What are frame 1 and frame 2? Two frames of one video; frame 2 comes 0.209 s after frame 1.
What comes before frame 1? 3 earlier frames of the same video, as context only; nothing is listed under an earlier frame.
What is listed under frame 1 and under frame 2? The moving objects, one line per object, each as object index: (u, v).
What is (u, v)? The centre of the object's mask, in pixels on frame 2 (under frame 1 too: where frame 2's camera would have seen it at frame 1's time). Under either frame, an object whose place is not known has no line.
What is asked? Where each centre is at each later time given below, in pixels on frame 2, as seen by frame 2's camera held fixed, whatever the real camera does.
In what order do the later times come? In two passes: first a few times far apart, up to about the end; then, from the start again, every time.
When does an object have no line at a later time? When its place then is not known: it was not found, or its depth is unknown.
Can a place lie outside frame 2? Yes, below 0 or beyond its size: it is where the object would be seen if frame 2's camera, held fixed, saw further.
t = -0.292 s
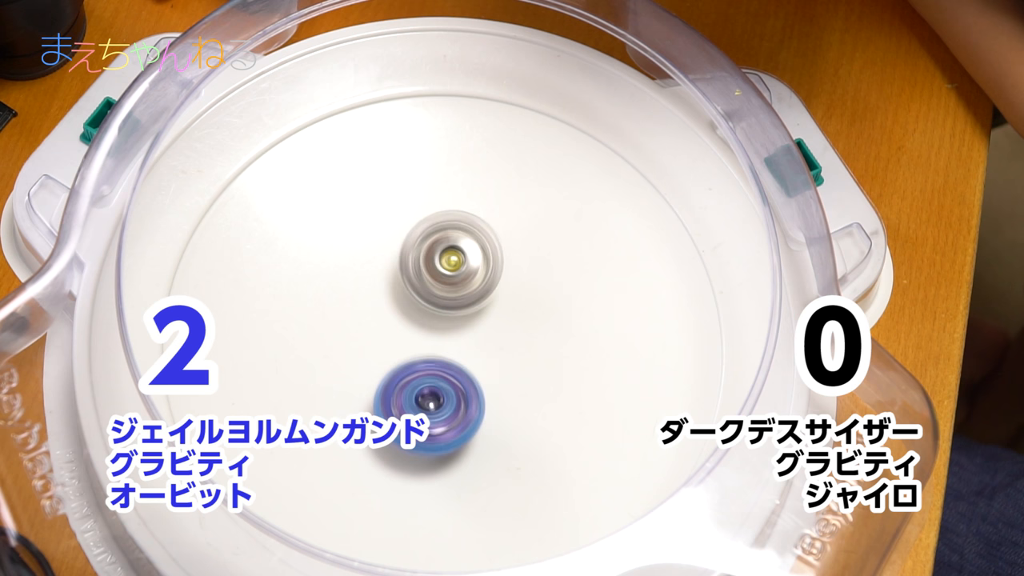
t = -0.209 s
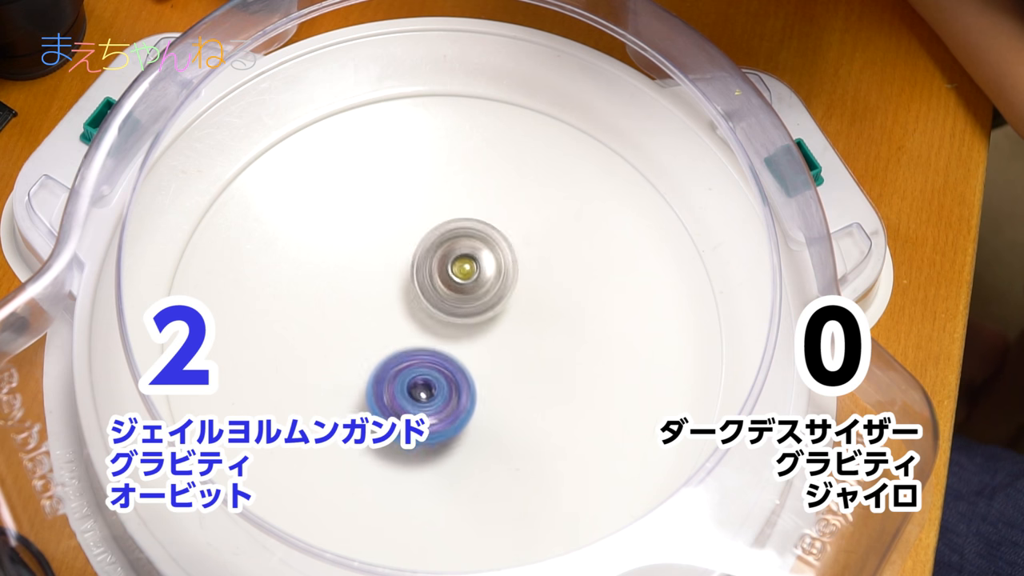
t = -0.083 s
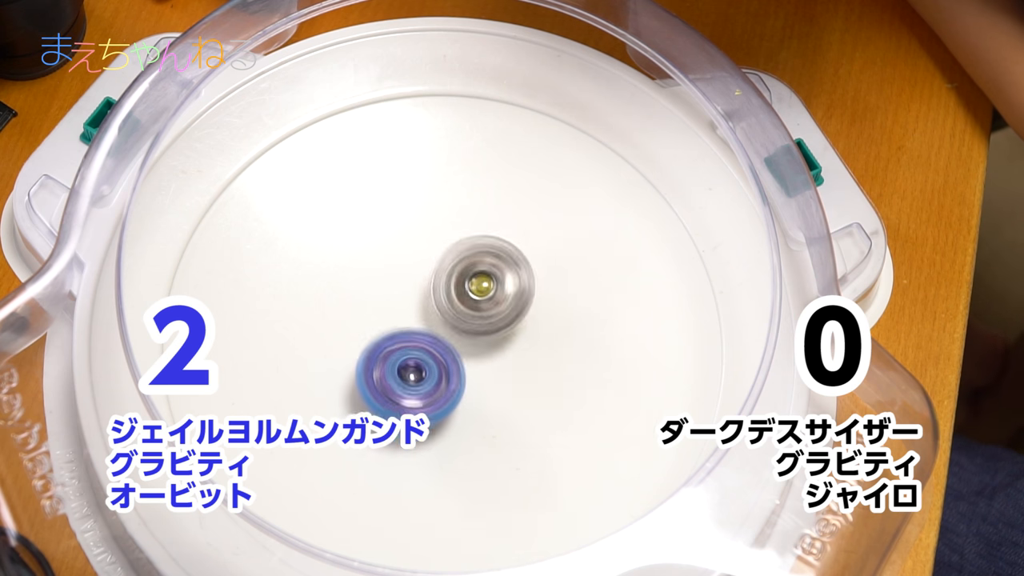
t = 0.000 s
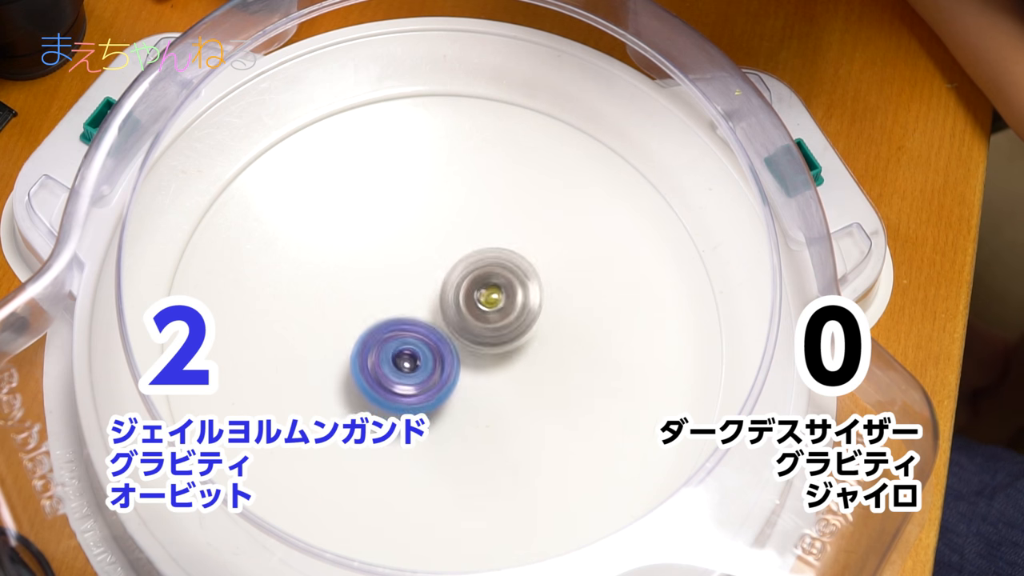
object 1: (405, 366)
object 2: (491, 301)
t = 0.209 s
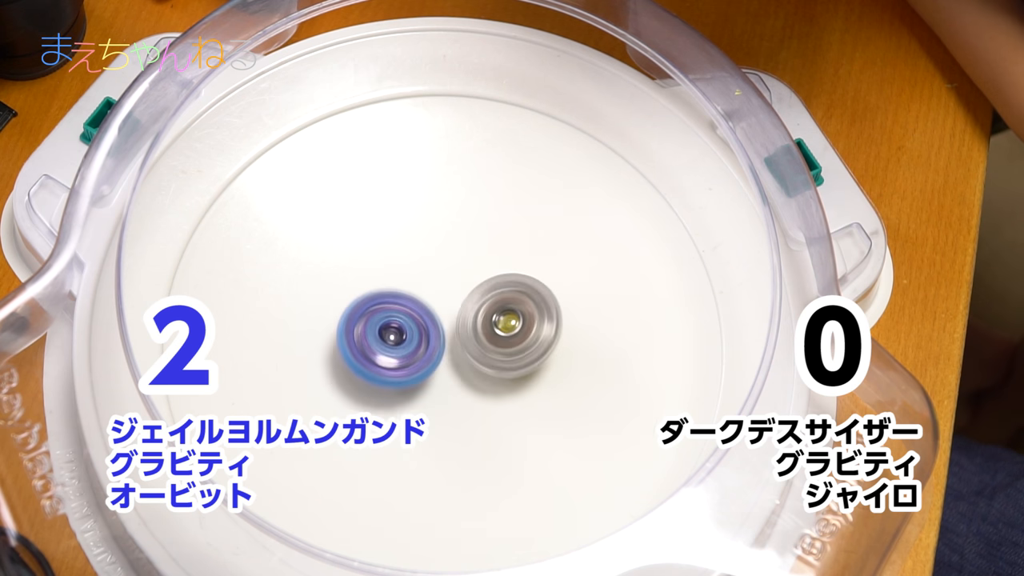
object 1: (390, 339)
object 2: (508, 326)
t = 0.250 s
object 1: (390, 334)
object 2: (509, 332)
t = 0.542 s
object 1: (406, 297)
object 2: (495, 376)
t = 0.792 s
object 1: (436, 284)
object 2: (456, 394)
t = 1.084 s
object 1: (476, 302)
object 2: (402, 384)
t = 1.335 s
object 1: (490, 326)
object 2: (367, 364)
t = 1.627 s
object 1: (466, 360)
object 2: (363, 312)
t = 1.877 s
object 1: (432, 371)
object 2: (383, 279)
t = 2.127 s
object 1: (403, 370)
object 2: (422, 262)
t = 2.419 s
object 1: (390, 346)
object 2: (488, 283)
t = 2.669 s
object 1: (401, 327)
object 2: (518, 314)
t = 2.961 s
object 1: (403, 309)
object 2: (534, 371)
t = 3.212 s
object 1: (426, 311)
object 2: (491, 405)
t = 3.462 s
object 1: (442, 307)
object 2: (434, 424)
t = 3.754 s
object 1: (455, 324)
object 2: (354, 374)
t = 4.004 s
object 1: (455, 344)
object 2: (328, 318)
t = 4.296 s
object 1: (437, 359)
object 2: (353, 259)
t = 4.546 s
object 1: (420, 356)
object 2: (407, 242)
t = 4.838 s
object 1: (412, 348)
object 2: (495, 266)
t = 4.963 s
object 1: (414, 344)
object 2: (524, 297)
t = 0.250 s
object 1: (390, 334)
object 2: (509, 332)
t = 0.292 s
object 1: (391, 328)
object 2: (509, 338)
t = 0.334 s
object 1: (394, 323)
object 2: (508, 344)
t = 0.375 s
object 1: (396, 318)
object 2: (505, 350)
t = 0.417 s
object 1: (401, 313)
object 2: (501, 356)
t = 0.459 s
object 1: (401, 306)
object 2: (502, 365)
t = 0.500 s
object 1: (403, 301)
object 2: (500, 370)
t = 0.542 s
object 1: (406, 297)
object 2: (495, 376)
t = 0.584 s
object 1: (410, 292)
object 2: (490, 381)
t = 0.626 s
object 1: (414, 289)
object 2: (483, 386)
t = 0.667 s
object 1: (419, 287)
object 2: (476, 389)
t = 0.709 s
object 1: (425, 285)
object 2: (469, 391)
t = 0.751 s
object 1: (431, 284)
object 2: (463, 392)
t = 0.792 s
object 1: (436, 284)
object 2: (456, 394)
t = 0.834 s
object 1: (443, 285)
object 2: (448, 394)
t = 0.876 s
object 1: (448, 287)
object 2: (441, 393)
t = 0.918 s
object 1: (453, 290)
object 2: (434, 392)
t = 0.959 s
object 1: (459, 293)
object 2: (426, 390)
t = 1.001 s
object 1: (463, 297)
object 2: (420, 388)
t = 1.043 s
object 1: (468, 302)
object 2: (412, 385)
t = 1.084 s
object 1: (476, 302)
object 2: (402, 384)
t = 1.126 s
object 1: (480, 304)
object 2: (394, 383)
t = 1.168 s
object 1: (484, 307)
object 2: (387, 380)
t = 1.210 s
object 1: (487, 312)
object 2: (381, 378)
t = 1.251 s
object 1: (488, 316)
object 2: (376, 374)
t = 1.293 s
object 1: (489, 321)
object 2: (371, 370)
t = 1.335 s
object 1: (490, 326)
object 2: (367, 364)
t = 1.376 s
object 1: (489, 331)
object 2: (363, 356)
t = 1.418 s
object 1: (487, 336)
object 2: (361, 349)
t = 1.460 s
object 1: (485, 342)
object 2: (360, 341)
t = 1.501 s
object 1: (481, 347)
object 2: (359, 334)
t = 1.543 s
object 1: (476, 351)
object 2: (360, 326)
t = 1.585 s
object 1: (472, 355)
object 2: (361, 318)
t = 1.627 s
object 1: (466, 360)
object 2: (363, 312)
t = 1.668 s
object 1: (459, 363)
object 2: (365, 306)
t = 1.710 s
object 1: (455, 367)
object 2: (366, 300)
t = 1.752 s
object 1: (451, 369)
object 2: (369, 295)
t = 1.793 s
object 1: (445, 371)
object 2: (372, 289)
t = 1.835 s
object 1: (438, 371)
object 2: (378, 284)
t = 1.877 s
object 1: (432, 371)
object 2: (383, 279)
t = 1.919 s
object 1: (426, 372)
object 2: (389, 274)
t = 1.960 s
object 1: (421, 374)
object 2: (393, 266)
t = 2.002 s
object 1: (417, 374)
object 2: (398, 264)
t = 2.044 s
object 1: (413, 373)
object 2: (405, 262)
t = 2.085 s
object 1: (408, 372)
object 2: (413, 262)
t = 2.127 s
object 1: (403, 370)
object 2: (422, 262)
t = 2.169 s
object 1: (400, 367)
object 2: (431, 264)
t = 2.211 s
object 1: (398, 365)
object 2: (440, 266)
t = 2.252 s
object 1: (396, 362)
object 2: (450, 269)
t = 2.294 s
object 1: (394, 357)
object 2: (460, 274)
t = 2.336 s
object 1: (394, 352)
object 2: (468, 278)
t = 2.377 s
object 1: (394, 348)
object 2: (476, 282)
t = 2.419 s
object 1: (390, 346)
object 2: (488, 283)
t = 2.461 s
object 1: (390, 343)
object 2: (497, 285)
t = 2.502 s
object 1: (391, 340)
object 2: (504, 289)
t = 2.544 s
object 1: (392, 337)
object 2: (509, 293)
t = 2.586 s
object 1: (394, 333)
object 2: (514, 299)
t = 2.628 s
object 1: (397, 330)
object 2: (517, 305)
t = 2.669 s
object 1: (401, 327)
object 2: (518, 314)
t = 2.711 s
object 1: (405, 325)
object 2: (518, 323)
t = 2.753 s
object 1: (410, 322)
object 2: (519, 332)
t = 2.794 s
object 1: (409, 318)
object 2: (526, 342)
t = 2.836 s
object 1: (400, 314)
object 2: (535, 354)
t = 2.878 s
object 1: (399, 312)
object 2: (538, 361)
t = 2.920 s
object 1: (400, 311)
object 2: (537, 365)
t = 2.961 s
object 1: (403, 309)
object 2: (534, 371)
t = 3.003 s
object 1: (406, 309)
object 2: (530, 376)
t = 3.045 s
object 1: (409, 308)
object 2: (525, 383)
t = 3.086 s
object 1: (413, 308)
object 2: (518, 390)
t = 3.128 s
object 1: (417, 308)
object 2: (511, 396)
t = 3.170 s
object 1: (422, 309)
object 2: (501, 401)
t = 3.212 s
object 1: (426, 311)
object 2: (491, 405)
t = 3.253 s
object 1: (430, 313)
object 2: (480, 407)
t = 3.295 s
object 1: (433, 310)
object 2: (471, 413)
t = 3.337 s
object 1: (434, 306)
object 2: (464, 420)
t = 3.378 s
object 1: (435, 305)
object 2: (456, 424)
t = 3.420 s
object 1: (439, 306)
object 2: (445, 426)
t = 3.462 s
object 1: (442, 307)
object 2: (434, 424)
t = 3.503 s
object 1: (444, 308)
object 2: (428, 418)
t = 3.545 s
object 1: (446, 310)
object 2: (414, 413)
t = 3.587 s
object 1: (448, 312)
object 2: (400, 403)
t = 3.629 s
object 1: (449, 315)
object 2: (385, 391)
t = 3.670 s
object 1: (451, 317)
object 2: (374, 386)
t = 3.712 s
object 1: (453, 321)
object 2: (364, 381)
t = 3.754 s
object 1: (455, 324)
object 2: (354, 374)
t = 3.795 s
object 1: (457, 327)
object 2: (346, 365)
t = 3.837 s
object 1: (457, 330)
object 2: (338, 356)
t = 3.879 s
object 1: (457, 334)
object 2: (334, 347)
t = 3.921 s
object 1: (456, 337)
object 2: (331, 337)
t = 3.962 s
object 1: (456, 341)
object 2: (329, 327)
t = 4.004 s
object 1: (455, 344)
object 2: (328, 318)
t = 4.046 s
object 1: (454, 347)
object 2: (328, 309)
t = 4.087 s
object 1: (452, 351)
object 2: (329, 300)
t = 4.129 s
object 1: (449, 353)
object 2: (332, 290)
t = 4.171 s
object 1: (446, 356)
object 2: (337, 282)
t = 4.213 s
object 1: (443, 357)
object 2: (341, 275)
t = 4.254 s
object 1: (440, 358)
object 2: (346, 267)
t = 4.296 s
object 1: (437, 359)
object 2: (353, 259)
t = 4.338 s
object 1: (435, 360)
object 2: (360, 253)
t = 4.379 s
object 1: (431, 361)
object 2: (367, 249)
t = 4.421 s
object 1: (428, 360)
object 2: (375, 247)
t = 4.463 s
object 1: (425, 359)
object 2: (385, 244)
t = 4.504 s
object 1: (422, 358)
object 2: (395, 242)
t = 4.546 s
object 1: (420, 356)
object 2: (407, 242)
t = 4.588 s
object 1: (418, 354)
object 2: (419, 244)
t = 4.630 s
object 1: (417, 351)
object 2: (432, 247)
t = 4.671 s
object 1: (416, 349)
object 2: (446, 250)
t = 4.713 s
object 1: (413, 350)
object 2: (462, 250)
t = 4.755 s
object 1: (412, 350)
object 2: (474, 252)
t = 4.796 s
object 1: (412, 349)
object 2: (486, 257)
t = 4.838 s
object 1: (412, 348)
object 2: (495, 266)
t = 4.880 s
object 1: (412, 347)
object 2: (506, 275)
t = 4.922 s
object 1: (413, 346)
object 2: (516, 285)
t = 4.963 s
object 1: (414, 344)
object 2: (524, 297)
